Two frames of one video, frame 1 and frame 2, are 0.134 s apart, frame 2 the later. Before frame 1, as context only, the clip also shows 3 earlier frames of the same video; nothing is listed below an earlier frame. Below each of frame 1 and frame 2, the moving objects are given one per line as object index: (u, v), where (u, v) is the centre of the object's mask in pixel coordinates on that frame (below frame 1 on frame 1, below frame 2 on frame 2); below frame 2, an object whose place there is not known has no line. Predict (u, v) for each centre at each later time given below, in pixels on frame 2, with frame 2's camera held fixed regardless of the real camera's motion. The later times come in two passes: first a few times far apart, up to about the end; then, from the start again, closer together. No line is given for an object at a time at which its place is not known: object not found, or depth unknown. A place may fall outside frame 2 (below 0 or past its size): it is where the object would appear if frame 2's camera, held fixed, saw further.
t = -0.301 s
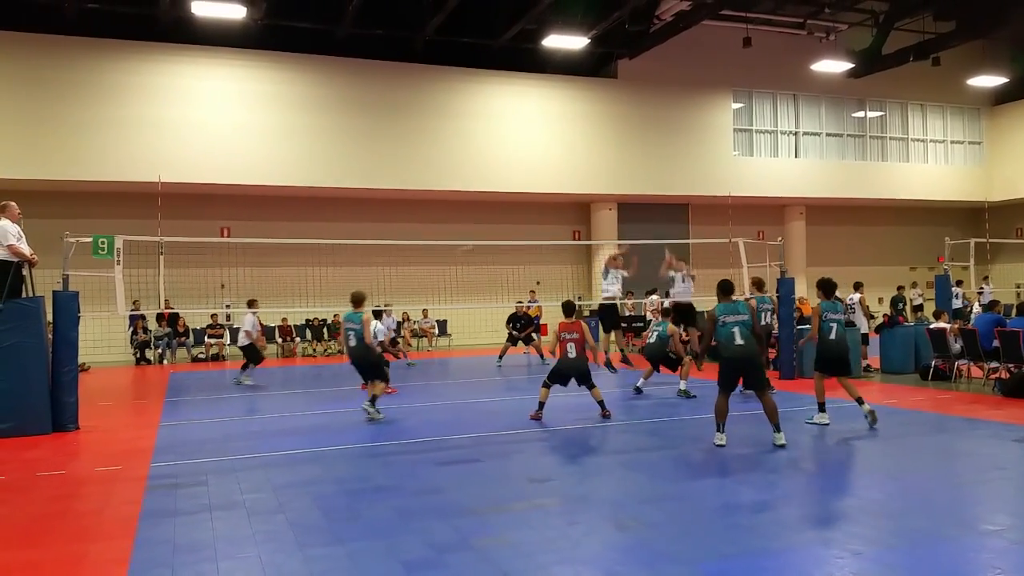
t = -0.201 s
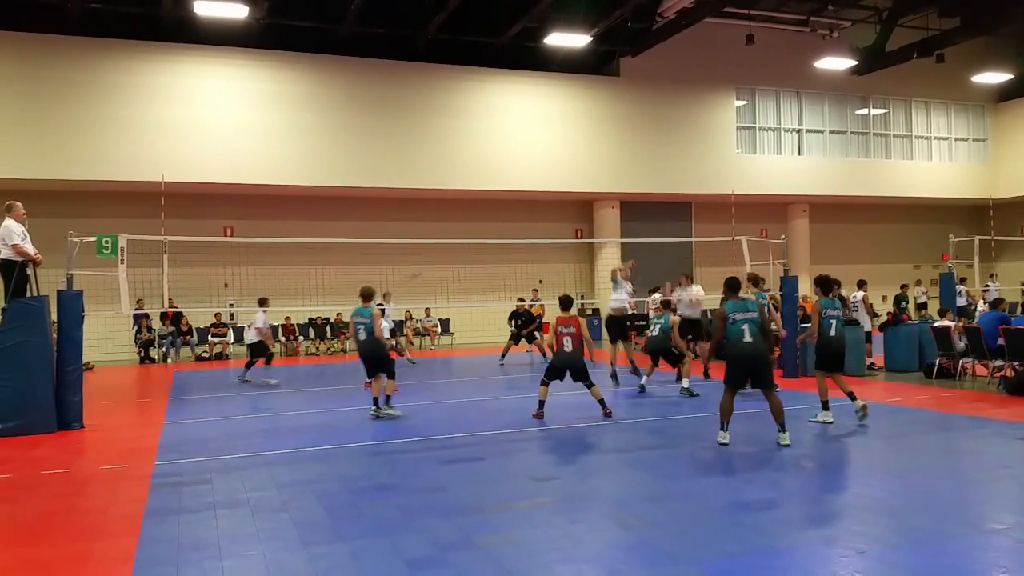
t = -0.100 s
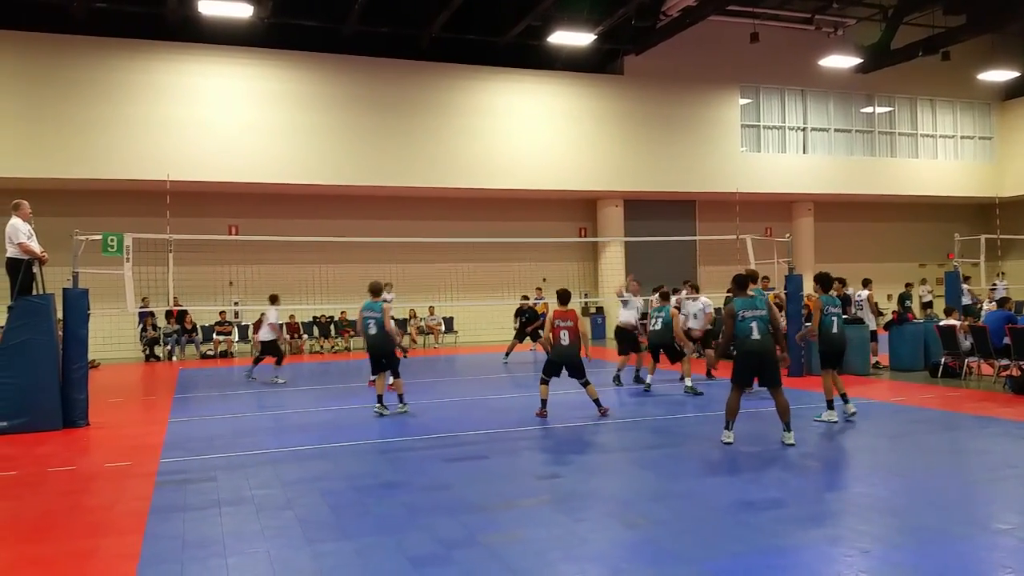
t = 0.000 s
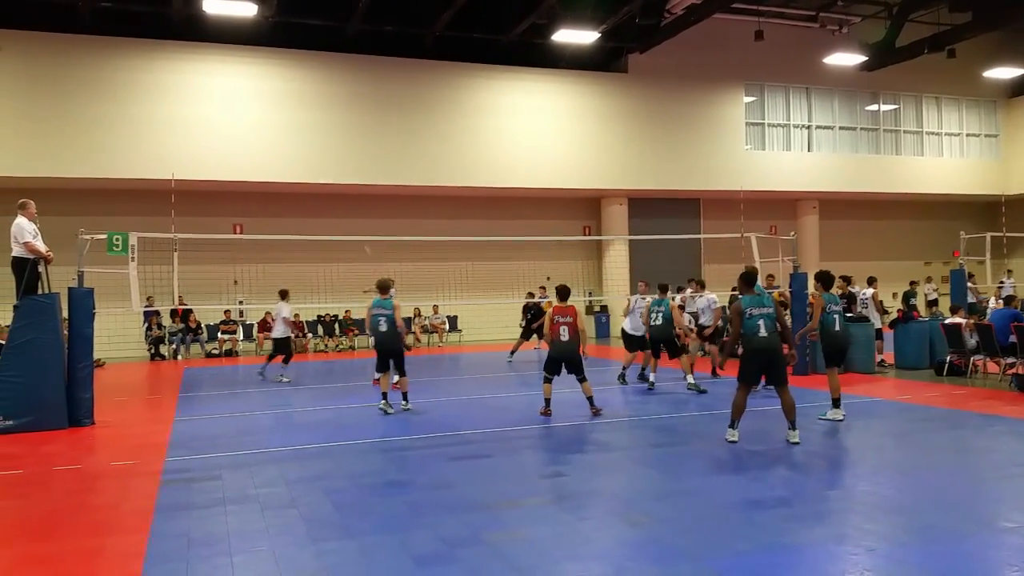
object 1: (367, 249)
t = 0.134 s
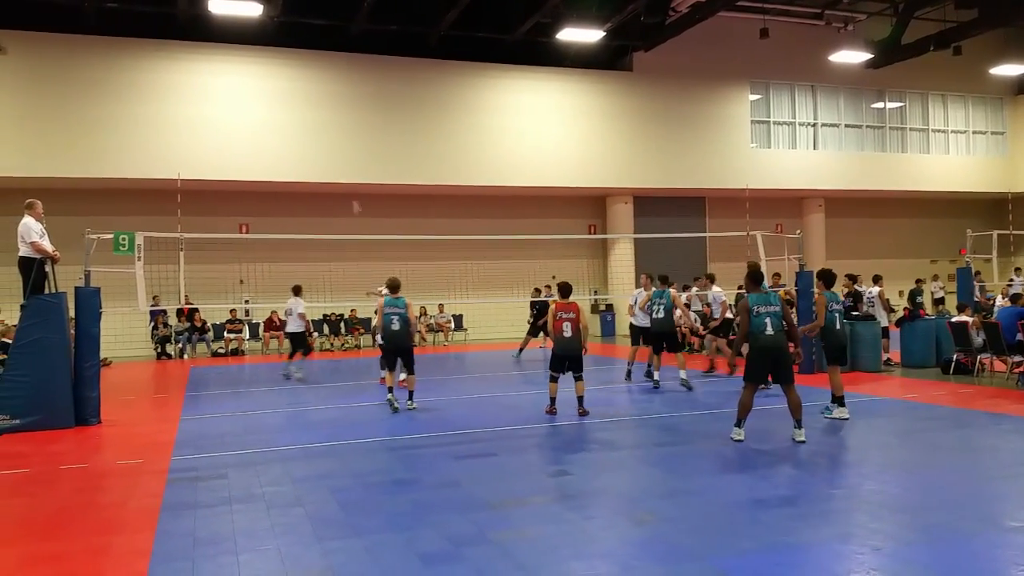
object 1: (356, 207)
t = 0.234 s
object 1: (343, 181)
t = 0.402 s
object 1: (323, 149)
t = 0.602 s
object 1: (299, 126)
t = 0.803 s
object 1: (276, 120)
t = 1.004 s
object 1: (255, 131)
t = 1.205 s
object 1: (235, 157)
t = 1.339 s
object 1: (223, 184)
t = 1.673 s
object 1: (197, 279)
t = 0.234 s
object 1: (343, 181)
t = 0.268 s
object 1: (339, 175)
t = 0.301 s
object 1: (335, 167)
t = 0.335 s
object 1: (332, 161)
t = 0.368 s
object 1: (327, 154)
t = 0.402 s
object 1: (323, 149)
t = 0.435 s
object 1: (319, 143)
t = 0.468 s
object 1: (315, 139)
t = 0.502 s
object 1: (311, 135)
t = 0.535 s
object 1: (307, 131)
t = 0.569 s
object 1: (303, 128)
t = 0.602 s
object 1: (299, 126)
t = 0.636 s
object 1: (295, 123)
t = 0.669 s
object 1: (292, 122)
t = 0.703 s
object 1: (288, 120)
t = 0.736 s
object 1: (284, 120)
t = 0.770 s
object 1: (280, 120)
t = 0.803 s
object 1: (276, 120)
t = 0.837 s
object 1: (273, 120)
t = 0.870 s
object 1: (270, 121)
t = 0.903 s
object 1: (266, 123)
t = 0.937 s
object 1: (262, 125)
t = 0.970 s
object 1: (258, 127)
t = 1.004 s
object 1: (255, 131)
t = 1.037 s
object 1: (252, 134)
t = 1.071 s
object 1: (248, 137)
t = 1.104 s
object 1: (245, 142)
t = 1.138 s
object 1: (242, 147)
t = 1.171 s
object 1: (239, 152)
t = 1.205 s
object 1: (235, 157)
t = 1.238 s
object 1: (232, 164)
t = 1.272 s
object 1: (229, 171)
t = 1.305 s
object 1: (226, 177)
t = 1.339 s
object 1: (223, 184)
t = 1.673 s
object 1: (197, 279)
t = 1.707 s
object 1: (193, 291)
